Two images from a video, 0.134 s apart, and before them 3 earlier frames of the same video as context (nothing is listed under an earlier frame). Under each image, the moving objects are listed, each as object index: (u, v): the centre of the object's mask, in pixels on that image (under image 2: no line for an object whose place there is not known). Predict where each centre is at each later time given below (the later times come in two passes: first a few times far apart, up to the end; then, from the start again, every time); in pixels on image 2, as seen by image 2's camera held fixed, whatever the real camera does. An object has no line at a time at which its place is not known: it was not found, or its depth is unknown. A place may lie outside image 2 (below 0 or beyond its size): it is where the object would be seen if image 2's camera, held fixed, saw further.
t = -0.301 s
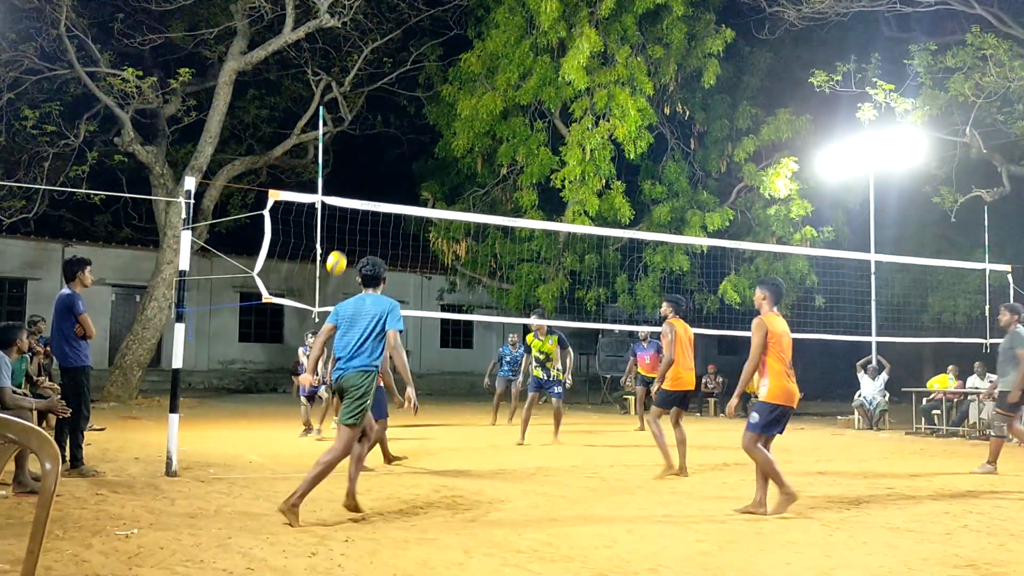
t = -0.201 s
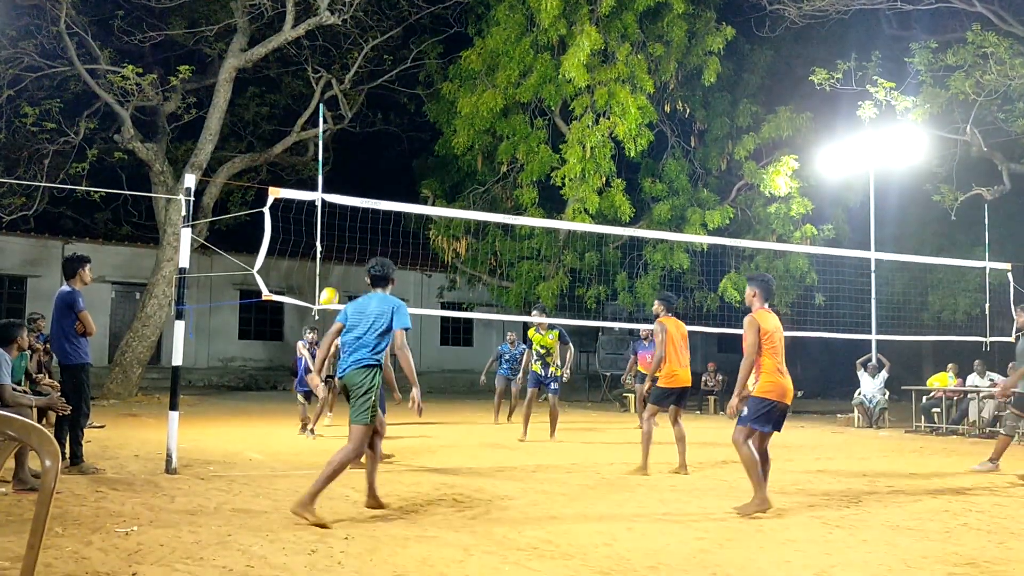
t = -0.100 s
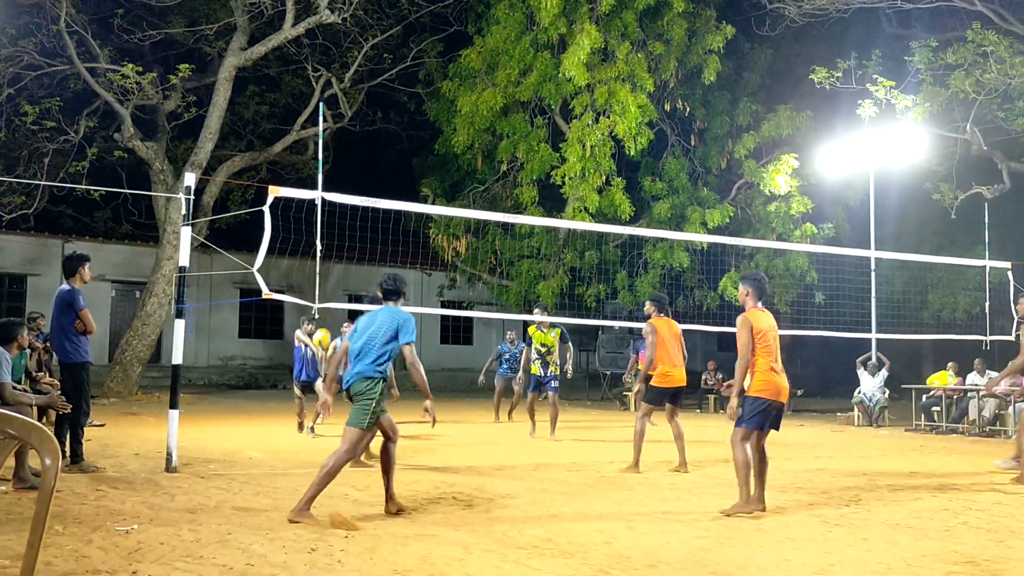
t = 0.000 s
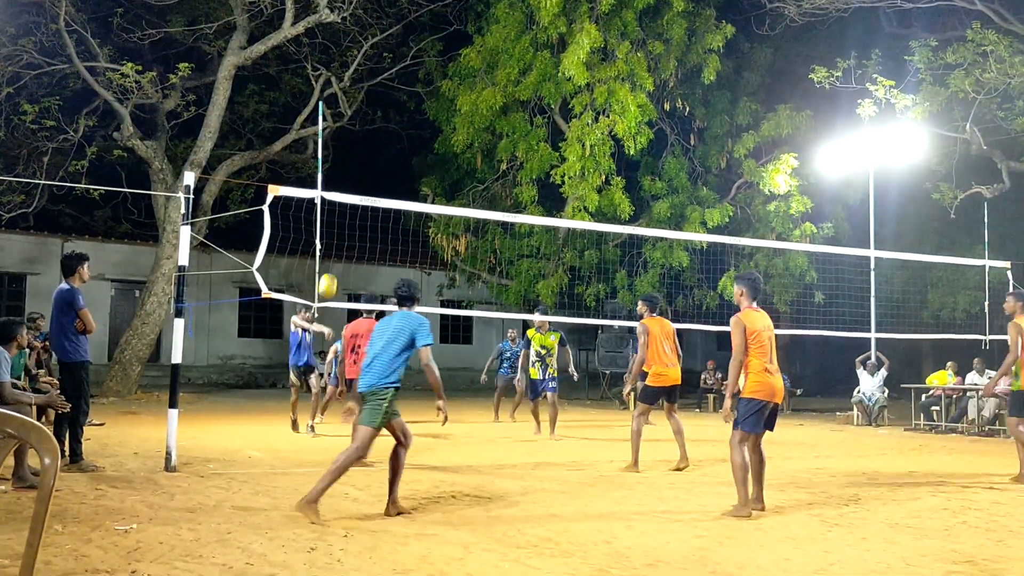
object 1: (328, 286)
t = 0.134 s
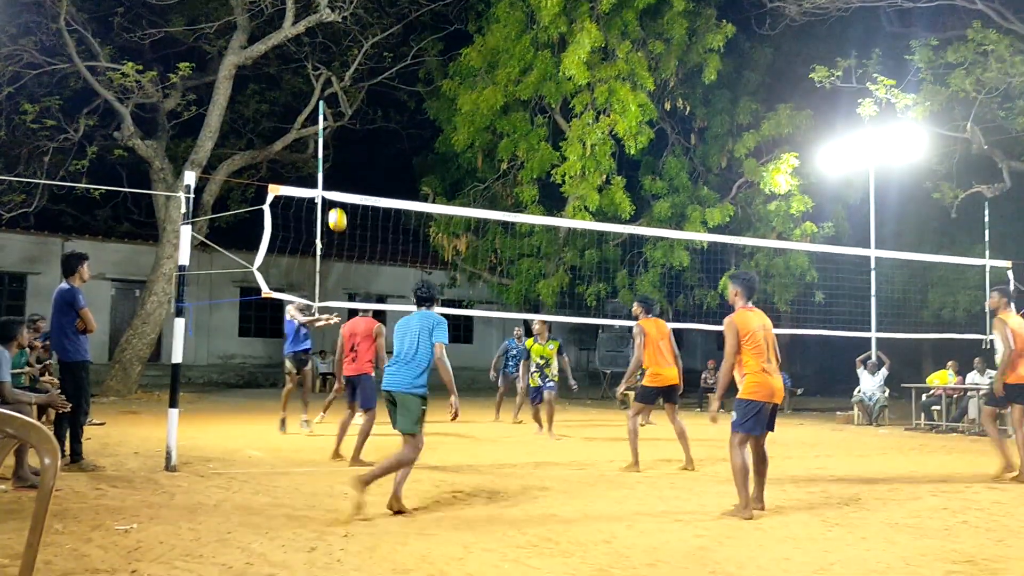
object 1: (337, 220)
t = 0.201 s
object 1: (342, 187)
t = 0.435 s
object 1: (357, 120)
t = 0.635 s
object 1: (371, 92)
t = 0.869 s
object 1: (387, 102)
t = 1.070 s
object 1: (402, 148)
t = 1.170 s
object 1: (409, 185)
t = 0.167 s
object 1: (339, 208)
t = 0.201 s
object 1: (342, 187)
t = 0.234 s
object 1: (344, 179)
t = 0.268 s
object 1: (346, 167)
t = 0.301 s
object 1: (348, 156)
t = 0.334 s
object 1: (350, 146)
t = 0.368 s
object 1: (353, 137)
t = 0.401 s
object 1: (355, 128)
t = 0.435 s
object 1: (357, 120)
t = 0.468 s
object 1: (359, 114)
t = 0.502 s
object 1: (362, 108)
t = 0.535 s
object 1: (364, 103)
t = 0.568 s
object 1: (366, 98)
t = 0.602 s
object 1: (369, 95)
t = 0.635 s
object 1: (371, 92)
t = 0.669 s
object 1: (373, 91)
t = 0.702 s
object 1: (376, 90)
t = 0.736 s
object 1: (378, 91)
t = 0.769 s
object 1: (380, 92)
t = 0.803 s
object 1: (383, 94)
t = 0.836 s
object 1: (385, 97)
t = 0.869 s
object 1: (387, 102)
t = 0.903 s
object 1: (390, 107)
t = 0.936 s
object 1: (392, 113)
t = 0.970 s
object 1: (395, 120)
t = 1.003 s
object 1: (397, 129)
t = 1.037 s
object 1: (399, 138)
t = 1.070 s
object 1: (402, 148)
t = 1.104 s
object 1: (404, 159)
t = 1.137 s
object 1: (406, 171)
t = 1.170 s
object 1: (409, 185)
